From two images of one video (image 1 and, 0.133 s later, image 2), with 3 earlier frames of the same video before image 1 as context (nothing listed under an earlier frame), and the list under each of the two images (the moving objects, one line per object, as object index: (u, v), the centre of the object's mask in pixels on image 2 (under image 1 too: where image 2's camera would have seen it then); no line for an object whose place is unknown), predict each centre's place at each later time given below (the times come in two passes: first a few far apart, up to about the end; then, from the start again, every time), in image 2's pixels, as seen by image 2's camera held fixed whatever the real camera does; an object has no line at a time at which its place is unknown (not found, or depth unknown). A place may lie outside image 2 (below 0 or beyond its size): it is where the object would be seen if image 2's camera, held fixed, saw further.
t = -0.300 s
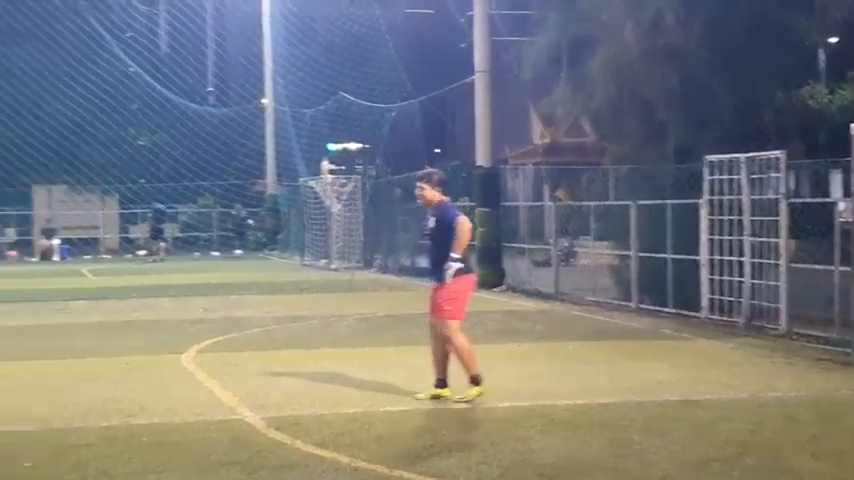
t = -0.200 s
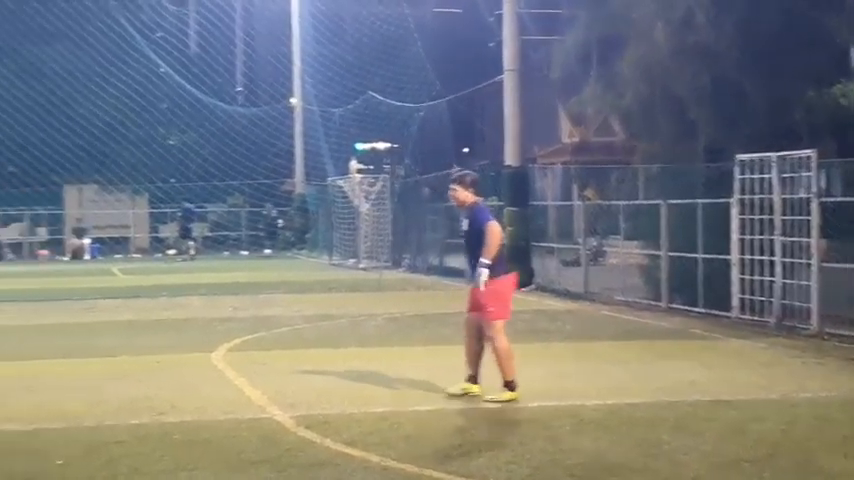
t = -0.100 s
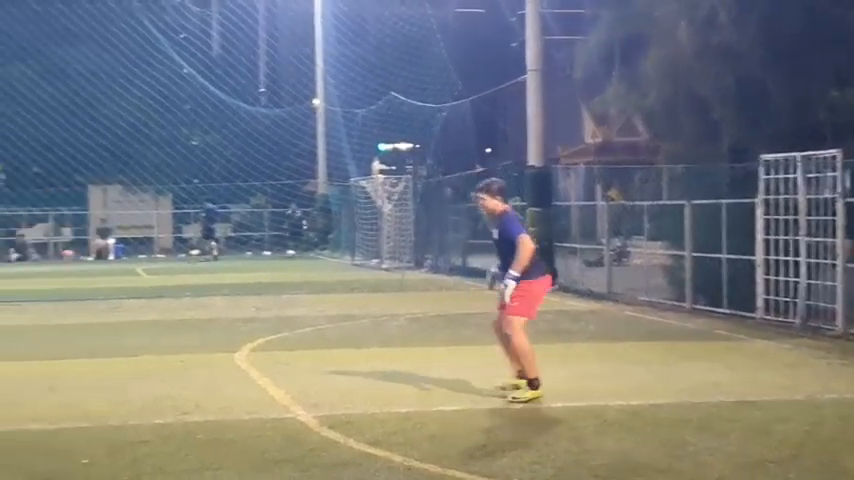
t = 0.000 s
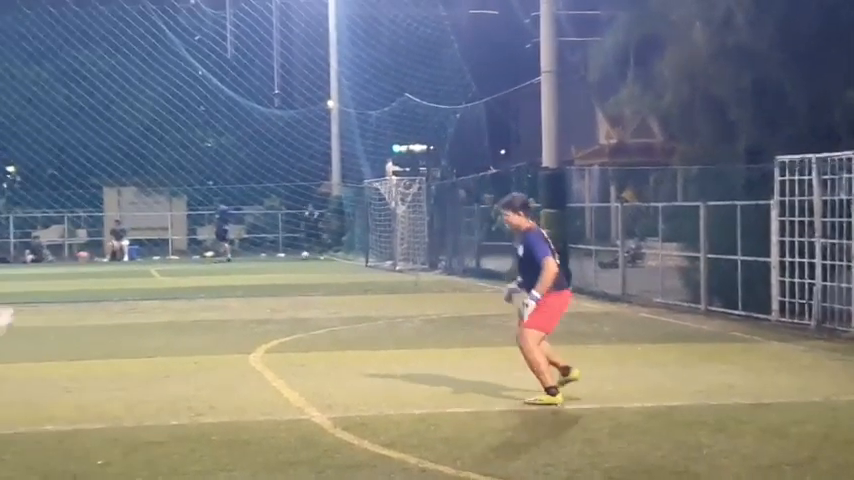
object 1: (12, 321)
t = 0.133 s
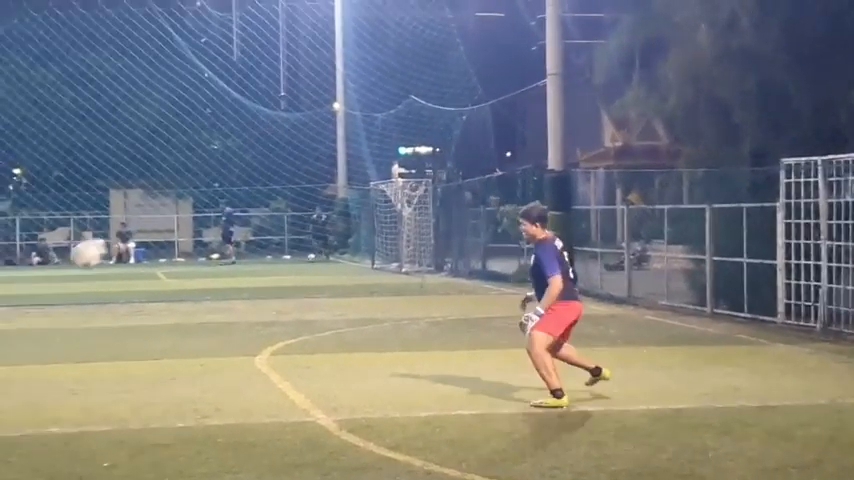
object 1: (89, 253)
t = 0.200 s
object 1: (129, 228)
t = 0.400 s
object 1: (242, 189)
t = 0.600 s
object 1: (342, 200)
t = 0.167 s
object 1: (111, 240)
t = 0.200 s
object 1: (129, 228)
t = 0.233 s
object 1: (149, 216)
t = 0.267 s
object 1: (170, 207)
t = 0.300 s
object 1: (188, 201)
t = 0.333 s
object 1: (207, 196)
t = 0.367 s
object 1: (225, 192)
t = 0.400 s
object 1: (242, 189)
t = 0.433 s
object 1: (260, 187)
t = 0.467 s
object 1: (277, 188)
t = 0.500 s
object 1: (294, 189)
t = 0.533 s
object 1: (310, 191)
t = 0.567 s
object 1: (327, 196)
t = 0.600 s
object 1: (342, 200)
